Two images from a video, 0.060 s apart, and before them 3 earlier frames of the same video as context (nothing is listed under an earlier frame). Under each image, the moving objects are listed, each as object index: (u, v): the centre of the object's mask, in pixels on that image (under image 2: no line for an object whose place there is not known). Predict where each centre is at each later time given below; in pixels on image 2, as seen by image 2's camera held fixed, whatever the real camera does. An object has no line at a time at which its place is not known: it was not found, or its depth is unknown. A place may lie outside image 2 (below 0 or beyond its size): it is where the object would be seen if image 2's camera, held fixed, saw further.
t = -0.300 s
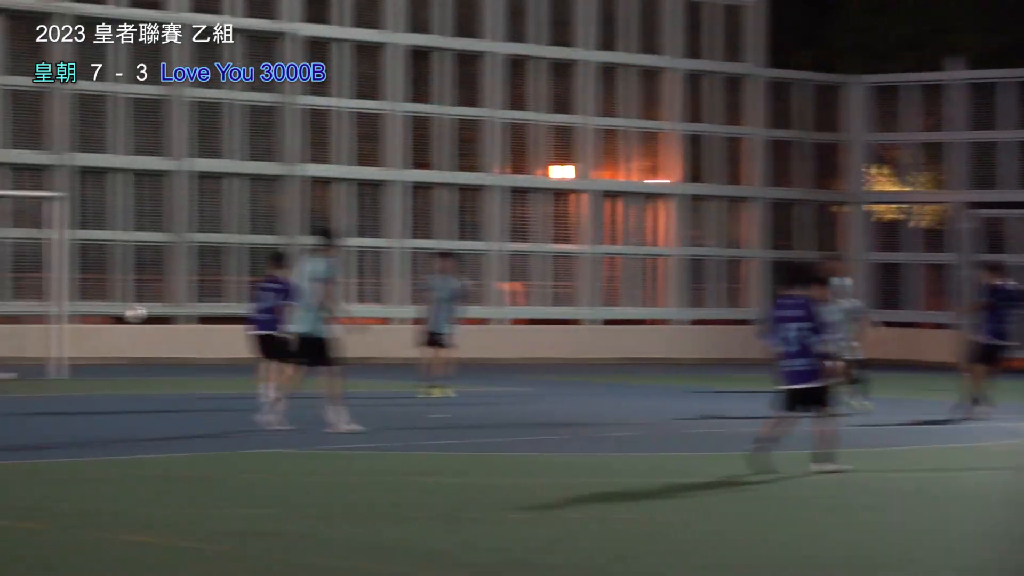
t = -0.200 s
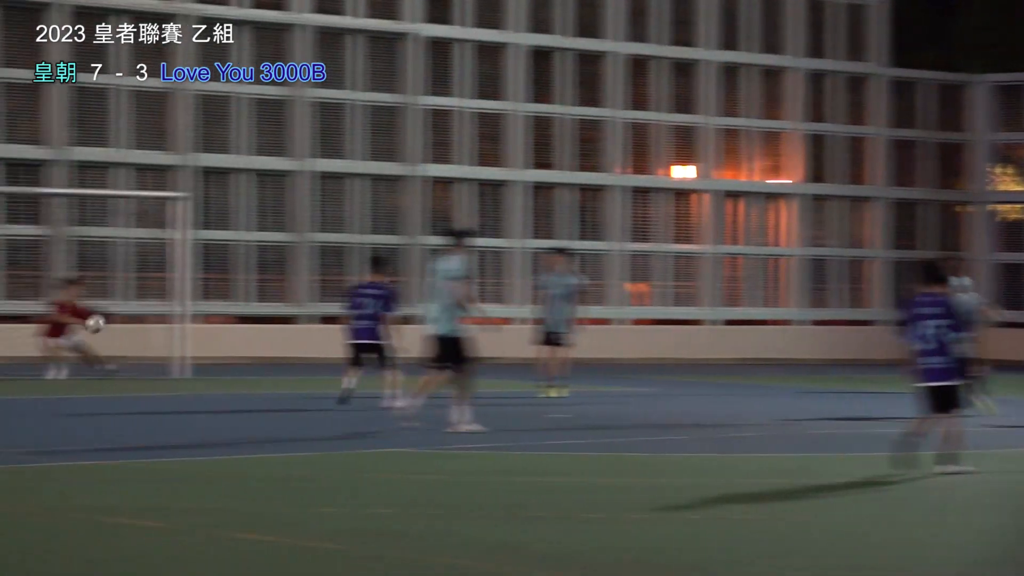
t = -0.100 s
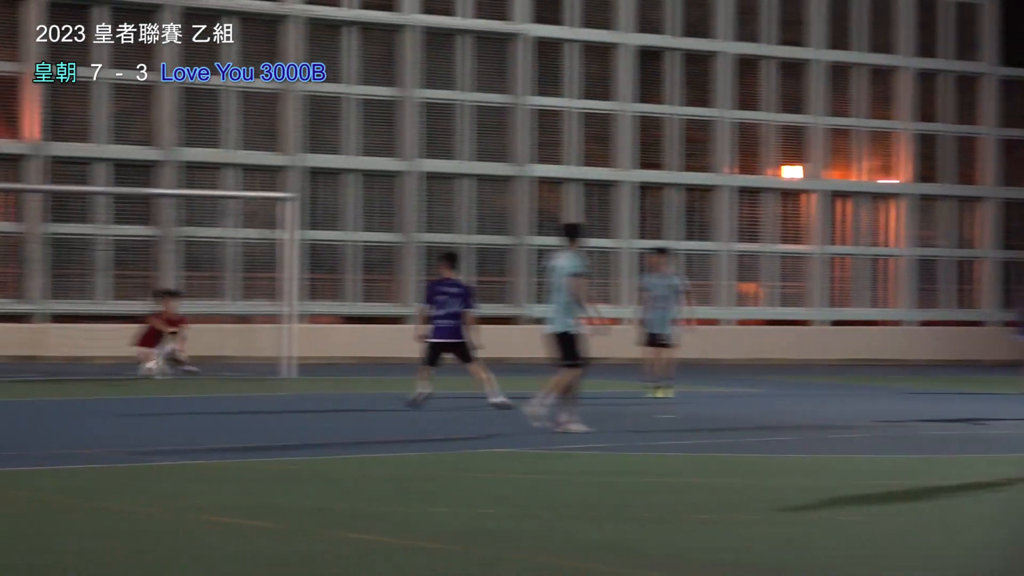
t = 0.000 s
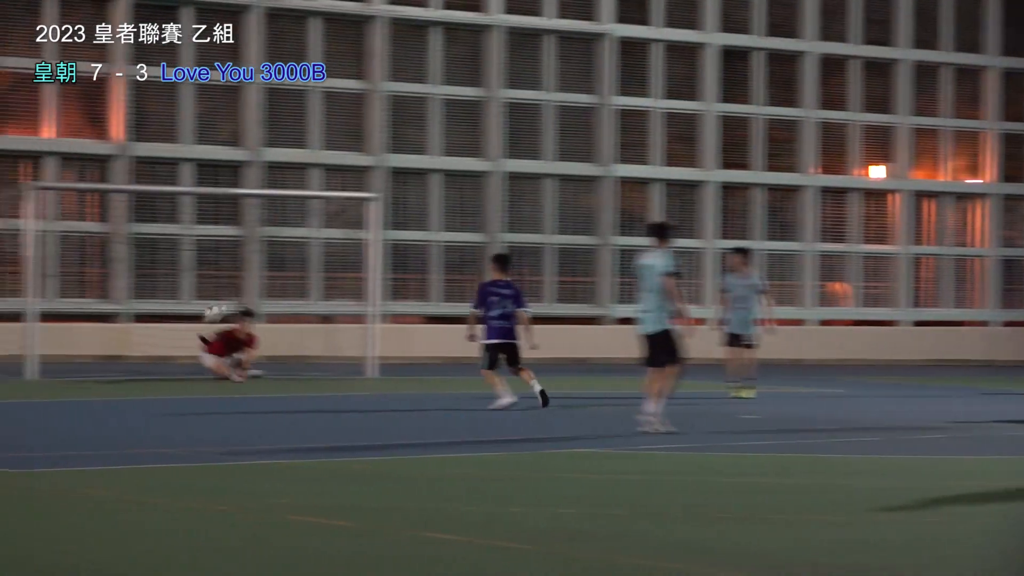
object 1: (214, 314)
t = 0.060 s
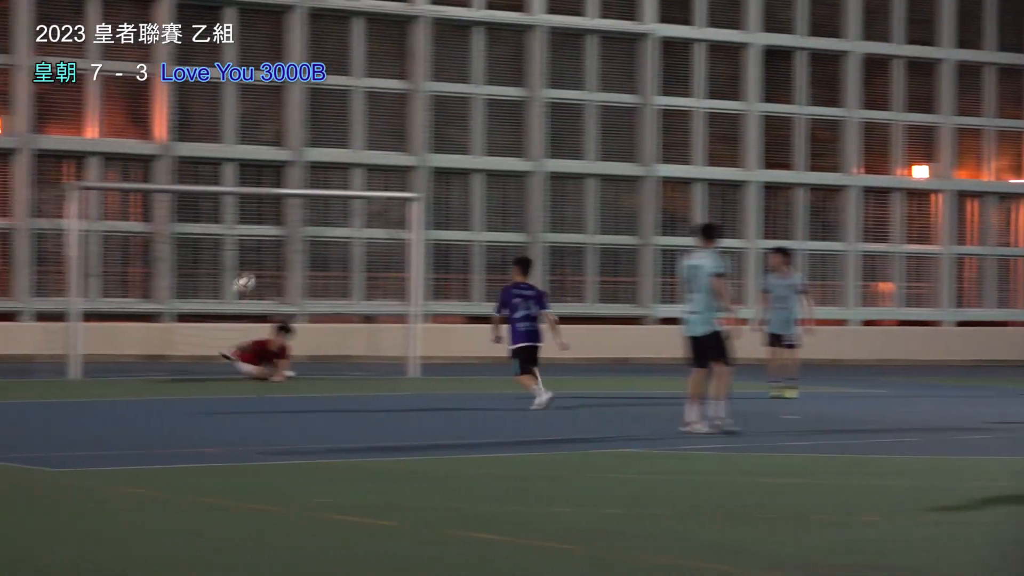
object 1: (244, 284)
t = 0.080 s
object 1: (240, 275)
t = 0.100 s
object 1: (236, 267)
